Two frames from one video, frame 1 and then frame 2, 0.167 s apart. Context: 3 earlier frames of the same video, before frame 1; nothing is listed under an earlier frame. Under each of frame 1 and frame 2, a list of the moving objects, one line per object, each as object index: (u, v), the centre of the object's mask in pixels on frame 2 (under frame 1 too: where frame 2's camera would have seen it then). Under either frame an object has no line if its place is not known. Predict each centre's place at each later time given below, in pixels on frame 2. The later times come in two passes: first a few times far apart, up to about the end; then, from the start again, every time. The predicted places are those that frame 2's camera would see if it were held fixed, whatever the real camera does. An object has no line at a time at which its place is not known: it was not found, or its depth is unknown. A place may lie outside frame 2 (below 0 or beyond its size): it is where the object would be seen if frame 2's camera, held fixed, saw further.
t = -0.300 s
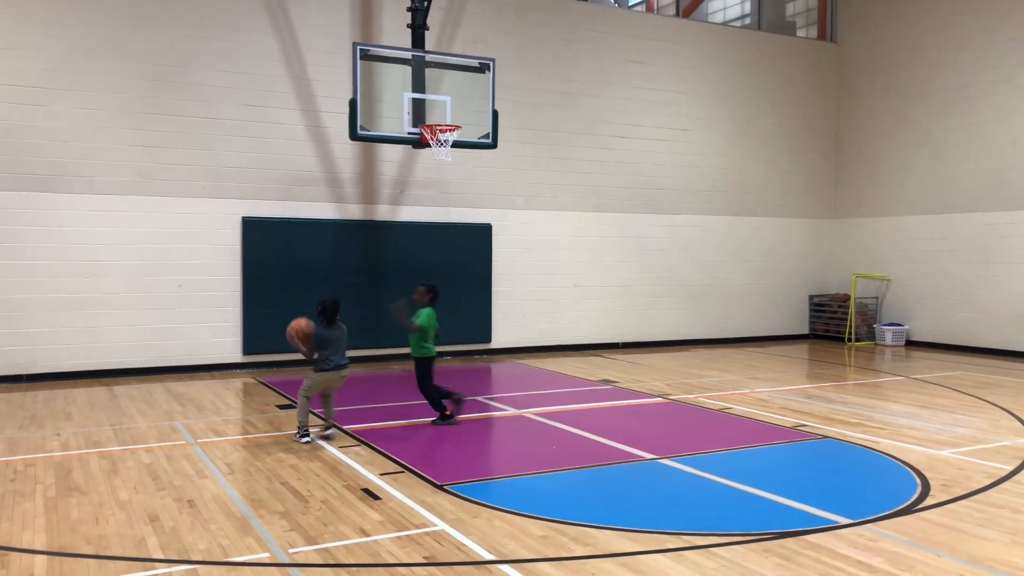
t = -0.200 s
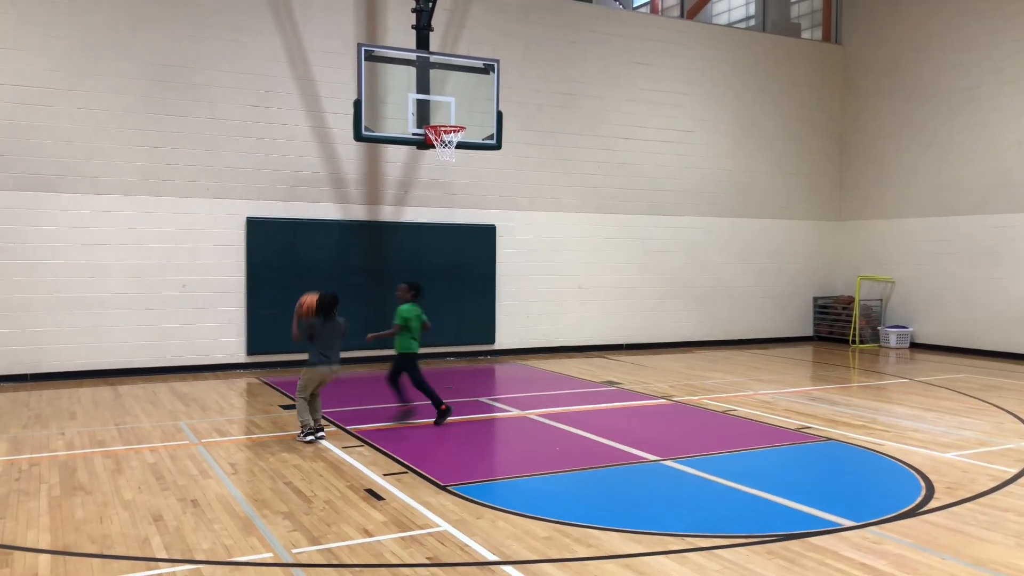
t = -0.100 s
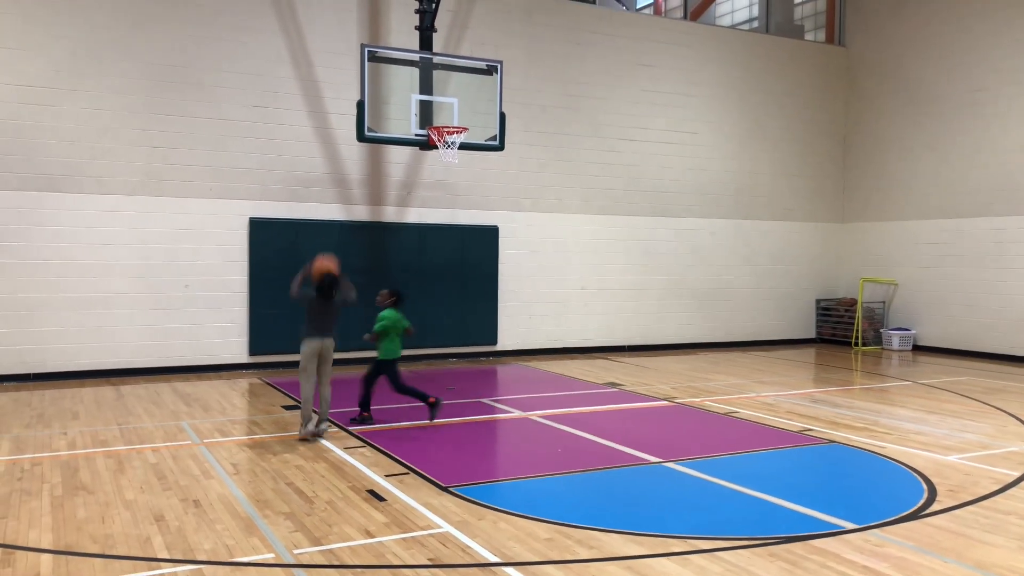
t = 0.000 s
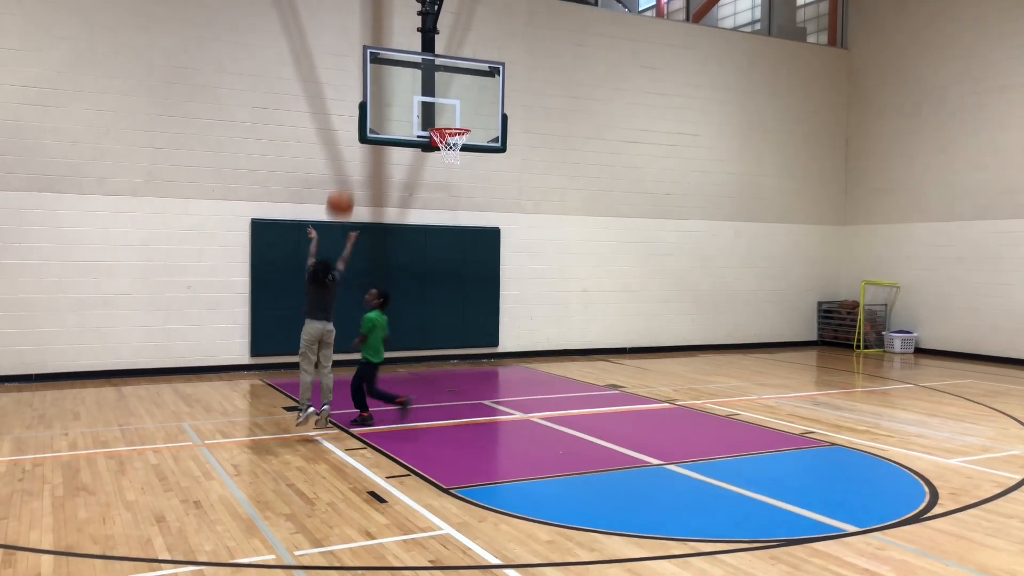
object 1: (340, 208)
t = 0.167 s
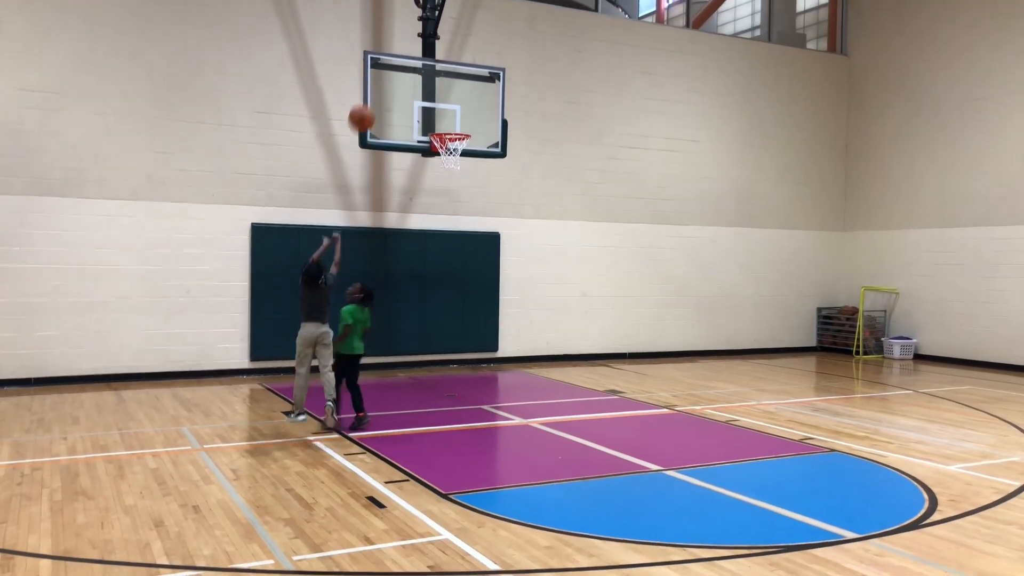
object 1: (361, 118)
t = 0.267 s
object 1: (373, 81)
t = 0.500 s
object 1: (397, 43)
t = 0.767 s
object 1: (421, 64)
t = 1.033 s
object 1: (442, 129)
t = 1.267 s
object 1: (463, 153)
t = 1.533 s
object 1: (446, 169)
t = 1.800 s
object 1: (429, 223)
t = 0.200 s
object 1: (365, 104)
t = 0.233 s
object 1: (370, 92)
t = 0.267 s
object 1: (373, 81)
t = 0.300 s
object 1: (377, 73)
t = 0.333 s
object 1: (380, 65)
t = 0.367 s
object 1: (384, 58)
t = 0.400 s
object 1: (387, 52)
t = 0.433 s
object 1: (391, 48)
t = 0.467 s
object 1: (394, 44)
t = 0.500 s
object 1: (397, 43)
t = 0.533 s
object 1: (400, 42)
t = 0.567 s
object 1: (403, 42)
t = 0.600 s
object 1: (406, 43)
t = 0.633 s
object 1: (409, 45)
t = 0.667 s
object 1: (412, 48)
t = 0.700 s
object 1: (415, 53)
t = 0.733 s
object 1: (418, 58)
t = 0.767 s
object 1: (421, 64)
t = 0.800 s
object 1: (424, 71)
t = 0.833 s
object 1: (426, 78)
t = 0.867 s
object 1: (429, 86)
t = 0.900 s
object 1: (431, 96)
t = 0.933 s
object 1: (433, 106)
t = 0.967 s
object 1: (435, 117)
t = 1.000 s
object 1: (438, 126)
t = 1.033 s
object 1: (442, 129)
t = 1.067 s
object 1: (448, 131)
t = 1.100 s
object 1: (452, 142)
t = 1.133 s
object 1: (459, 146)
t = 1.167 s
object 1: (465, 150)
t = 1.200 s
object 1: (463, 152)
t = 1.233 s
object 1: (464, 152)
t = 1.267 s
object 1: (463, 153)
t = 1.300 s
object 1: (462, 154)
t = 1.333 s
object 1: (459, 155)
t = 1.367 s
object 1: (457, 157)
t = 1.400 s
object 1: (455, 160)
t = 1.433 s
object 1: (453, 160)
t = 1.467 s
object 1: (451, 161)
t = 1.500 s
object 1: (449, 167)
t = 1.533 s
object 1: (446, 169)
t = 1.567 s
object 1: (444, 172)
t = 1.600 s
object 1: (442, 176)
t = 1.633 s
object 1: (440, 182)
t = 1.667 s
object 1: (438, 188)
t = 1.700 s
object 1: (435, 196)
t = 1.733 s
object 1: (433, 204)
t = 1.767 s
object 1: (431, 213)
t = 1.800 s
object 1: (429, 223)
